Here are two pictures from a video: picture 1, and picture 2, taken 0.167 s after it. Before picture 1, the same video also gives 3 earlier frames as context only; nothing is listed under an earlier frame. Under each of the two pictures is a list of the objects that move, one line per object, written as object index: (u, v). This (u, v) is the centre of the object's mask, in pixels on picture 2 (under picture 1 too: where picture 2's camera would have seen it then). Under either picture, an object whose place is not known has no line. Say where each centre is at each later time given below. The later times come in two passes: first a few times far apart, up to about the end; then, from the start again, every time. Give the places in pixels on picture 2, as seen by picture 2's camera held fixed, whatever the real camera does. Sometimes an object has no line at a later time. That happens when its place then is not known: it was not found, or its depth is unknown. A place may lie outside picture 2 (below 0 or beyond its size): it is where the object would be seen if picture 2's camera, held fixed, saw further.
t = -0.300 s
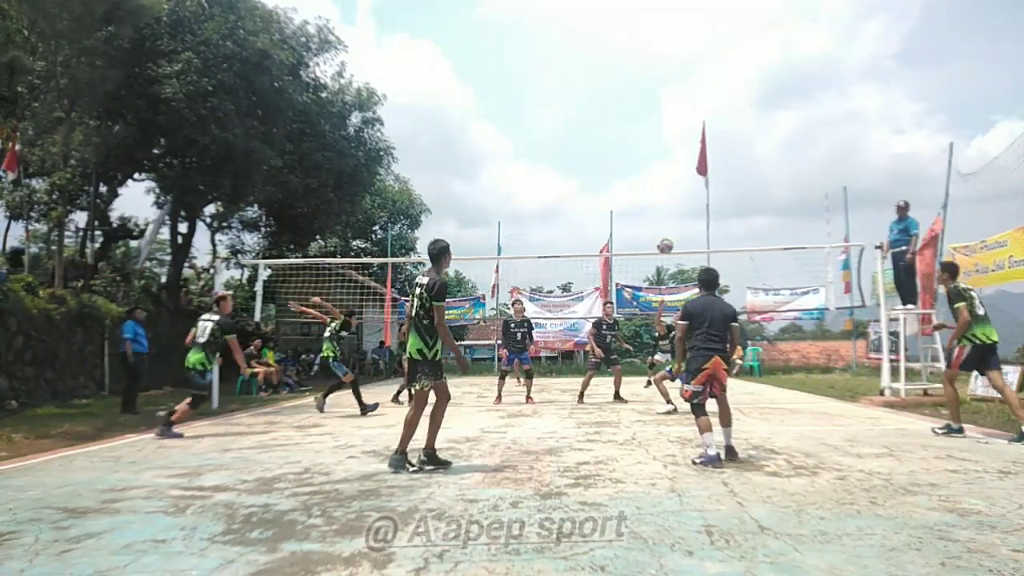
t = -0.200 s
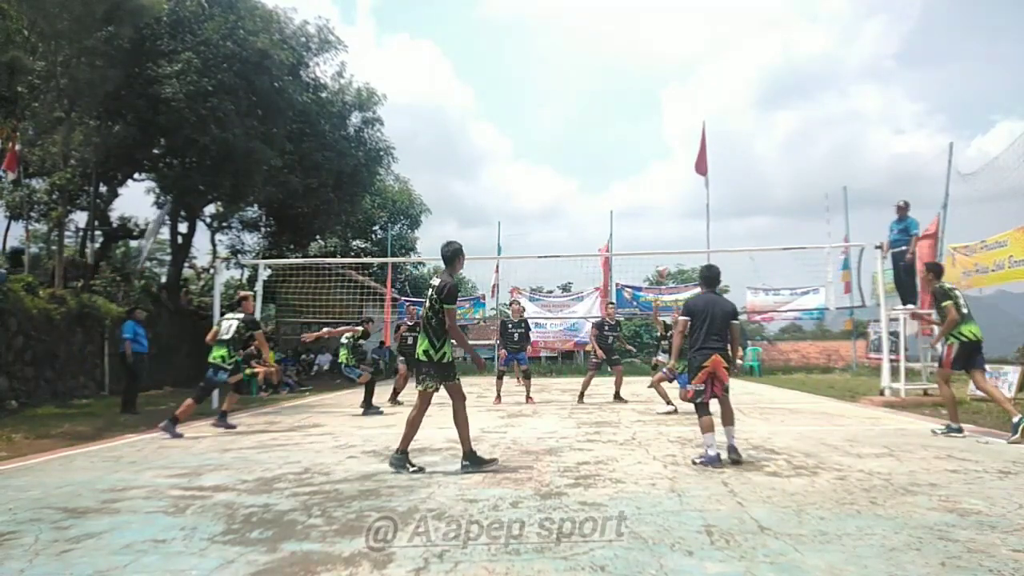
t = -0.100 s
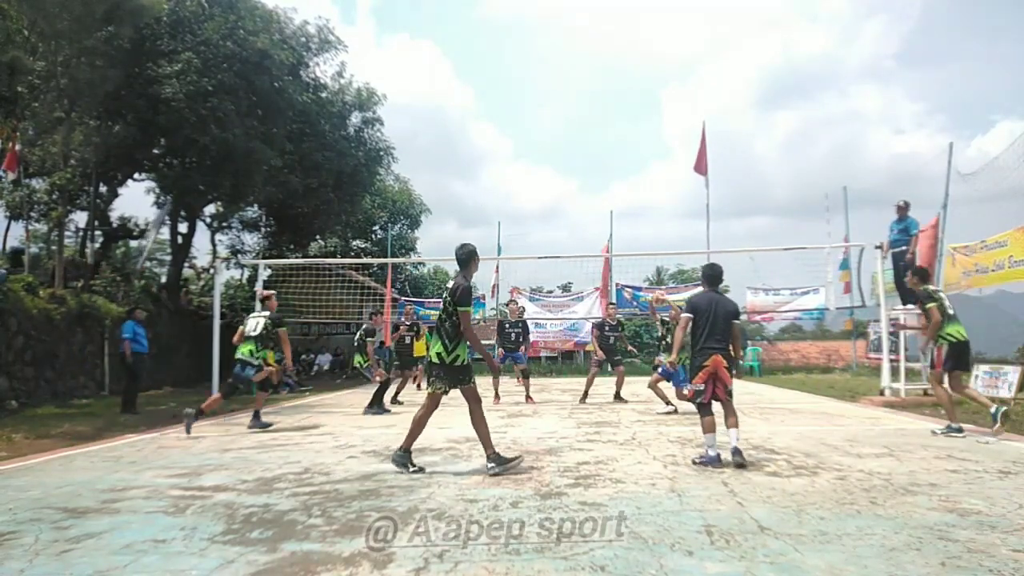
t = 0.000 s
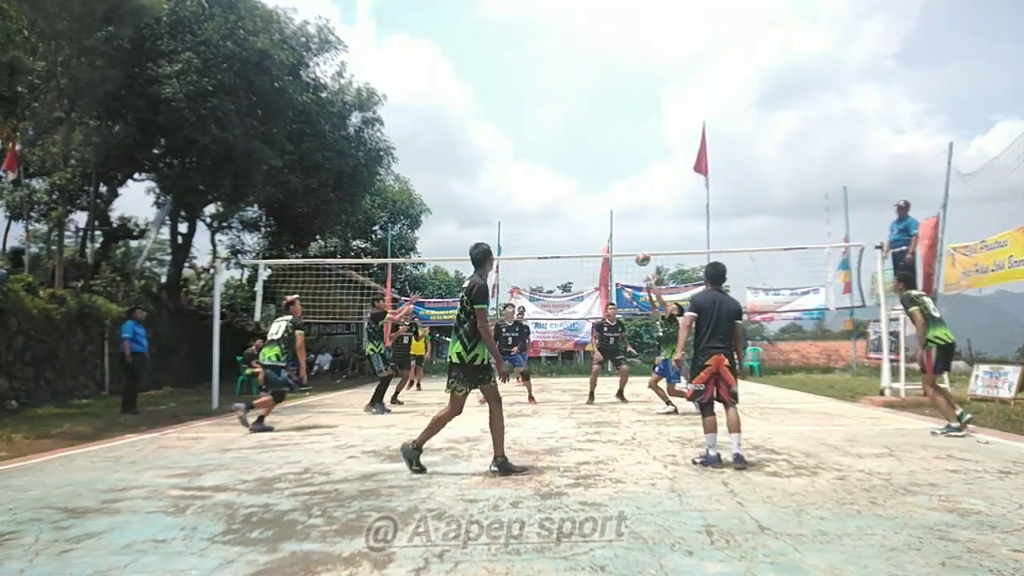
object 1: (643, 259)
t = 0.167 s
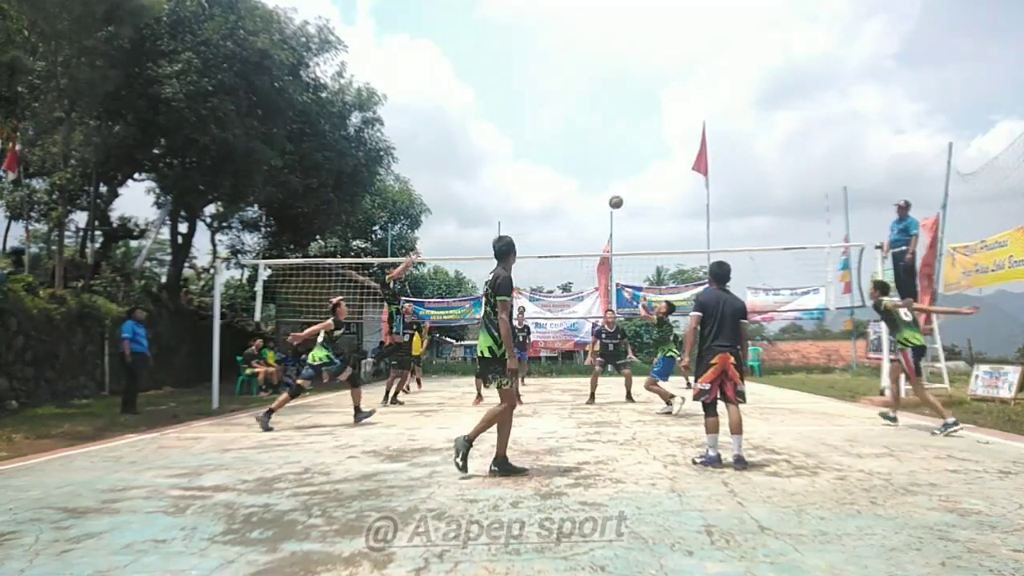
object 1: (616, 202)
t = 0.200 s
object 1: (611, 193)
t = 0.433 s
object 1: (580, 153)
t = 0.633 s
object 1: (556, 149)
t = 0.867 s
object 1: (530, 176)
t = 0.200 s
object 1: (611, 193)
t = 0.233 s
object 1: (606, 185)
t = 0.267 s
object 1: (601, 177)
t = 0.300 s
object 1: (597, 171)
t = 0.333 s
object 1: (593, 166)
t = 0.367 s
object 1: (588, 161)
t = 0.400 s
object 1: (584, 156)
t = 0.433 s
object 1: (580, 153)
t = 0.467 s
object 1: (575, 151)
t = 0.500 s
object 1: (571, 149)
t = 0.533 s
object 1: (567, 148)
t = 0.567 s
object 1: (563, 147)
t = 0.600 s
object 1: (559, 148)
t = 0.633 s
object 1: (556, 149)
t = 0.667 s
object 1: (552, 150)
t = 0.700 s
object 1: (548, 153)
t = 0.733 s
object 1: (544, 156)
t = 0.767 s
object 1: (541, 160)
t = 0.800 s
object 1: (537, 165)
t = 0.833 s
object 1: (533, 170)
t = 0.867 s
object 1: (530, 176)
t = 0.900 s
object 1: (526, 182)
